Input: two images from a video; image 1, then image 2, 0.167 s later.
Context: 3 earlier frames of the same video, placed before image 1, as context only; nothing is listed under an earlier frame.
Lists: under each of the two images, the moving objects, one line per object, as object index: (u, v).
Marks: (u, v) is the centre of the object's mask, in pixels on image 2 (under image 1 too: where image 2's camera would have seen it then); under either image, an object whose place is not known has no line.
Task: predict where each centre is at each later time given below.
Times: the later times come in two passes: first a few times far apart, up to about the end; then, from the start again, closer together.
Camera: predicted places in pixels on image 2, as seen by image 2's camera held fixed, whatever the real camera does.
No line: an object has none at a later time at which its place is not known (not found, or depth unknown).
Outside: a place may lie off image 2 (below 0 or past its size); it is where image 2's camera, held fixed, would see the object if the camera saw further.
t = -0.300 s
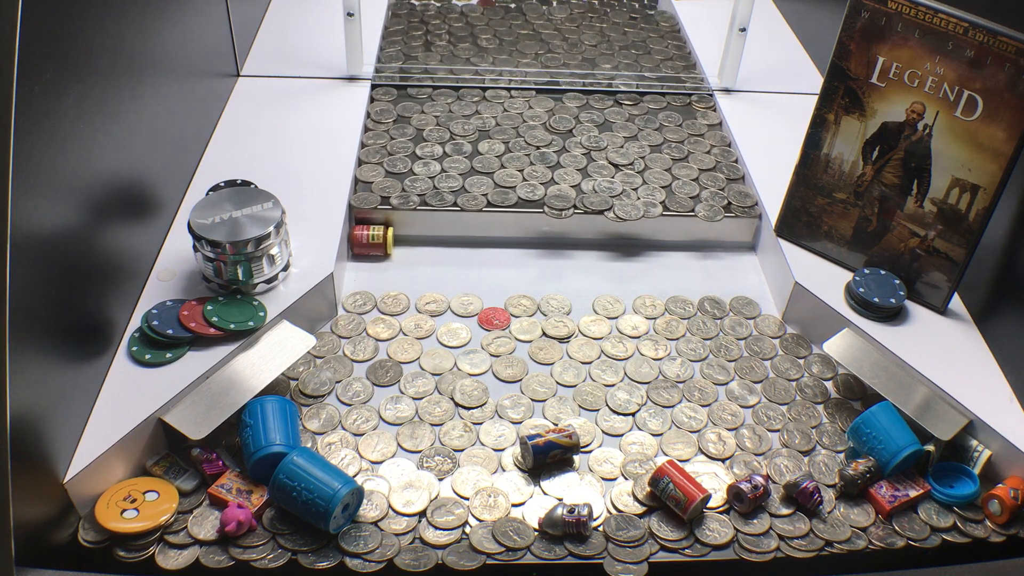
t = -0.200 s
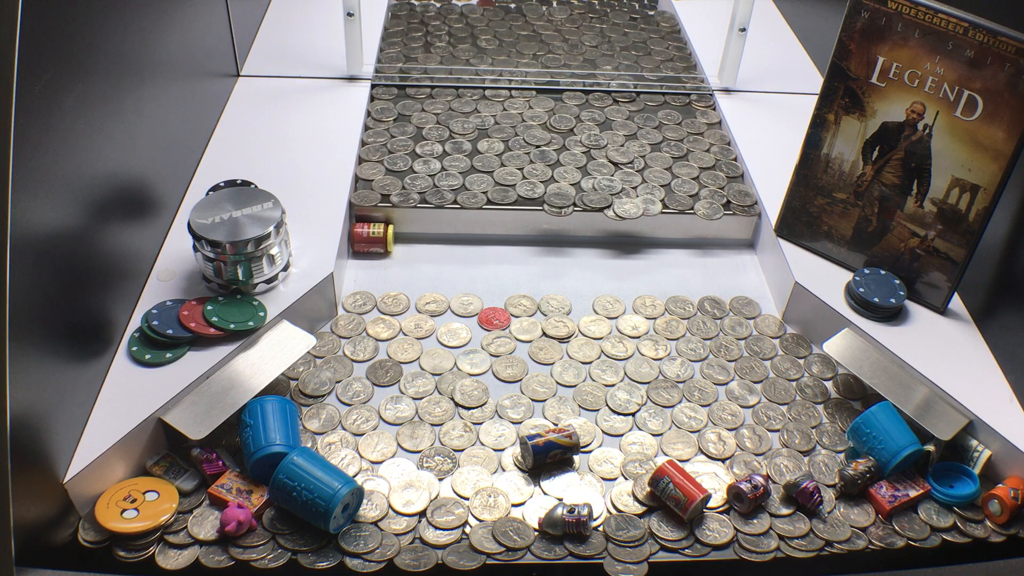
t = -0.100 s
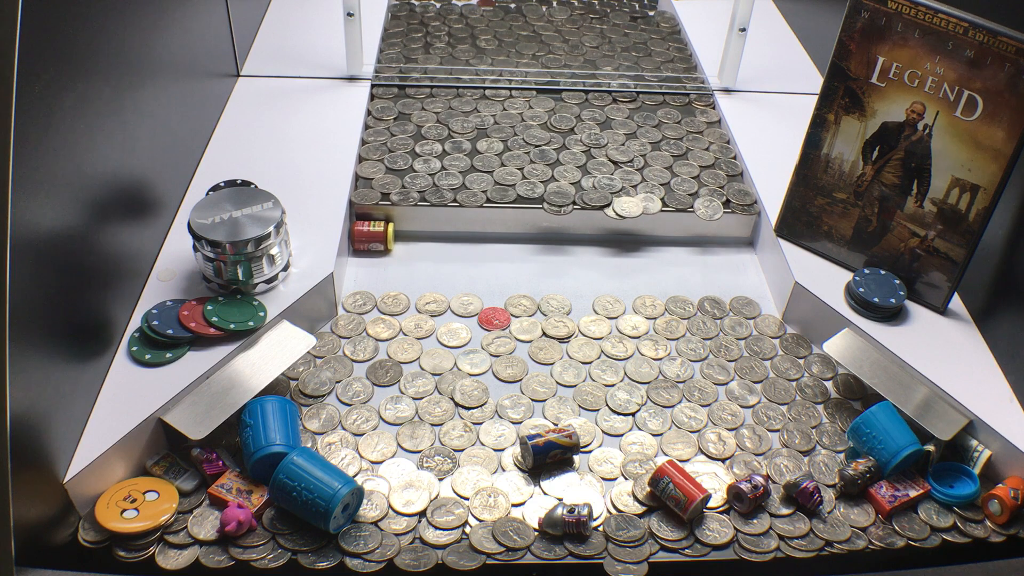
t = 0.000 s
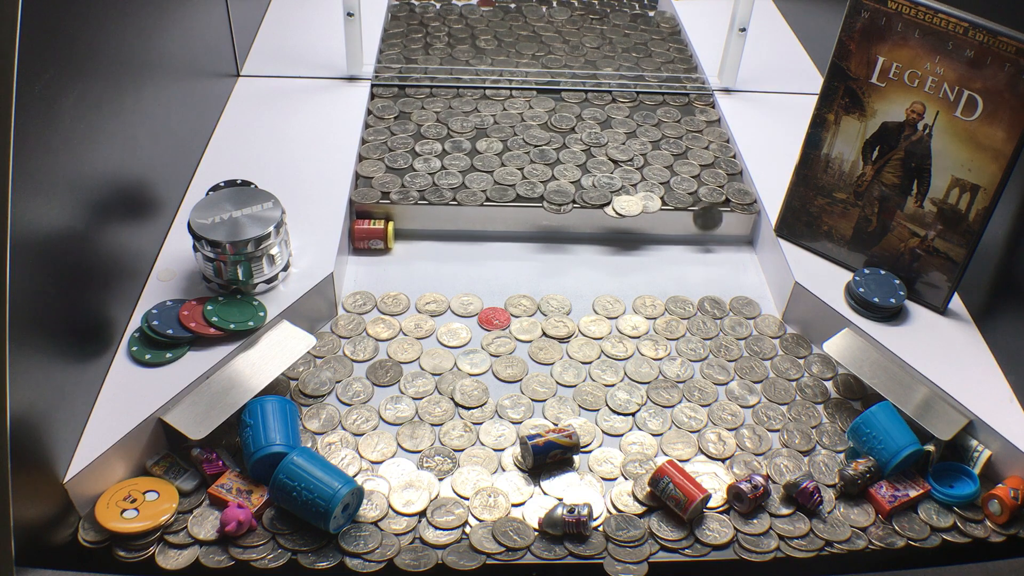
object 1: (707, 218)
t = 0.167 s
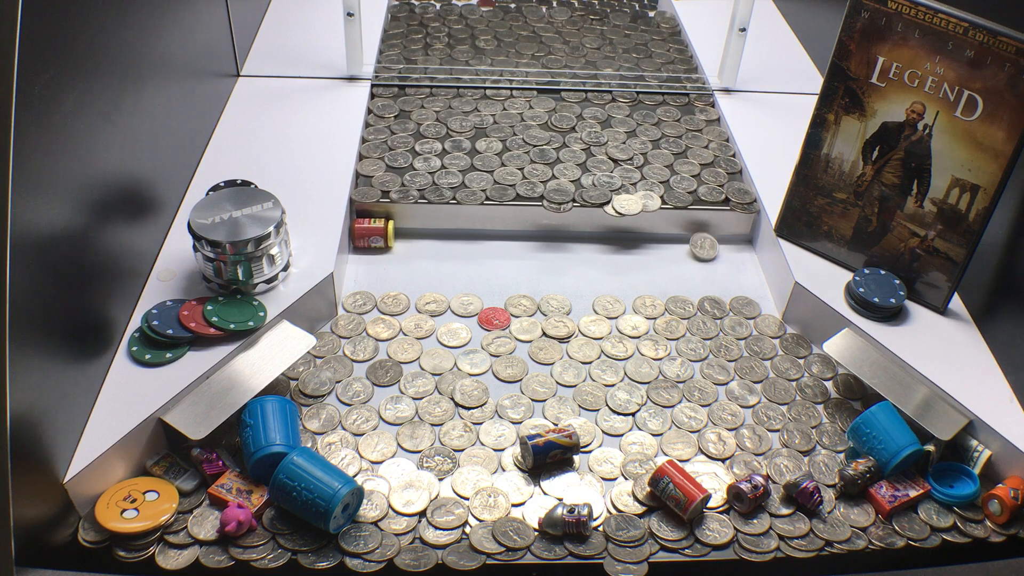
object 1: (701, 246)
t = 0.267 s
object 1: (701, 253)
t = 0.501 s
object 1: (699, 256)
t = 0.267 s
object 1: (701, 253)
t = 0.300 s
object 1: (702, 253)
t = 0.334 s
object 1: (699, 255)
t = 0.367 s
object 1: (698, 254)
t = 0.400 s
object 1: (698, 254)
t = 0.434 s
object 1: (698, 255)
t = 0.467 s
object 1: (698, 255)
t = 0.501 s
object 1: (699, 256)
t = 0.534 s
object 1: (699, 255)
